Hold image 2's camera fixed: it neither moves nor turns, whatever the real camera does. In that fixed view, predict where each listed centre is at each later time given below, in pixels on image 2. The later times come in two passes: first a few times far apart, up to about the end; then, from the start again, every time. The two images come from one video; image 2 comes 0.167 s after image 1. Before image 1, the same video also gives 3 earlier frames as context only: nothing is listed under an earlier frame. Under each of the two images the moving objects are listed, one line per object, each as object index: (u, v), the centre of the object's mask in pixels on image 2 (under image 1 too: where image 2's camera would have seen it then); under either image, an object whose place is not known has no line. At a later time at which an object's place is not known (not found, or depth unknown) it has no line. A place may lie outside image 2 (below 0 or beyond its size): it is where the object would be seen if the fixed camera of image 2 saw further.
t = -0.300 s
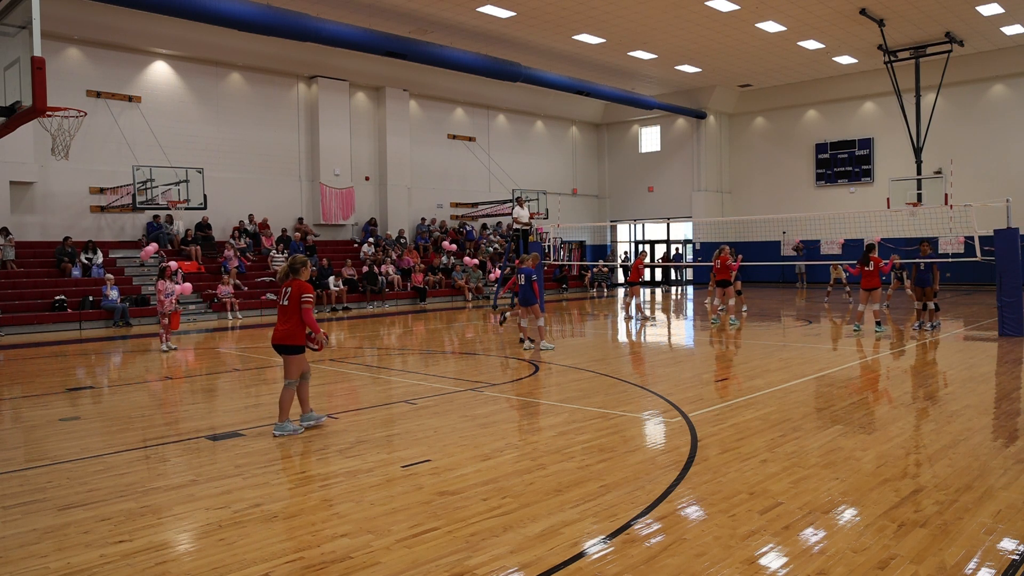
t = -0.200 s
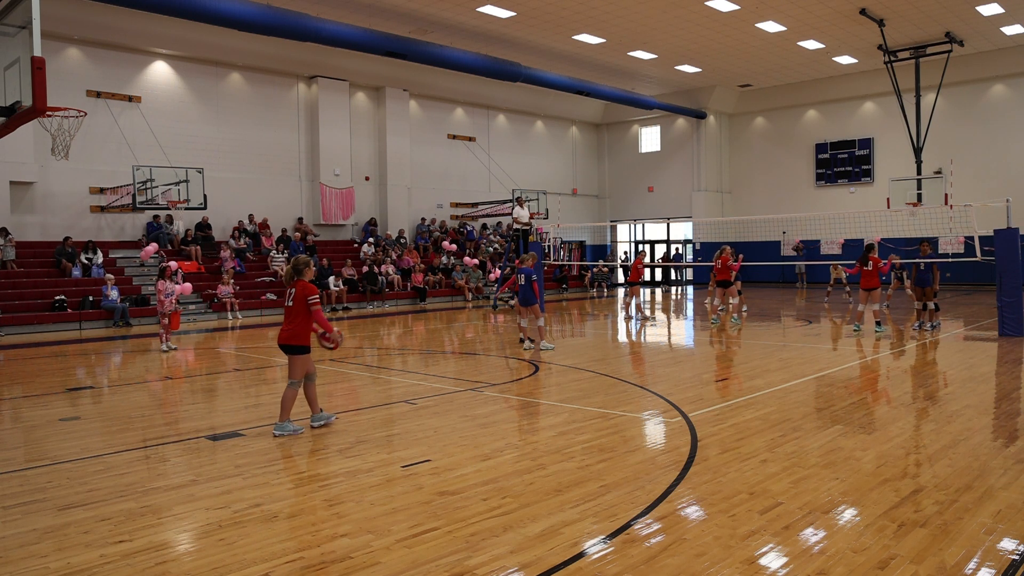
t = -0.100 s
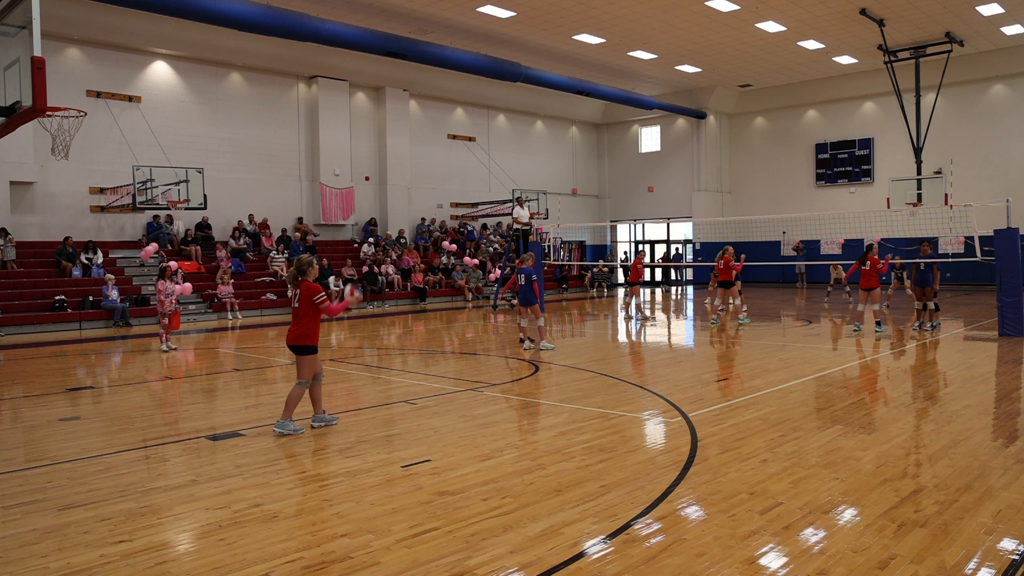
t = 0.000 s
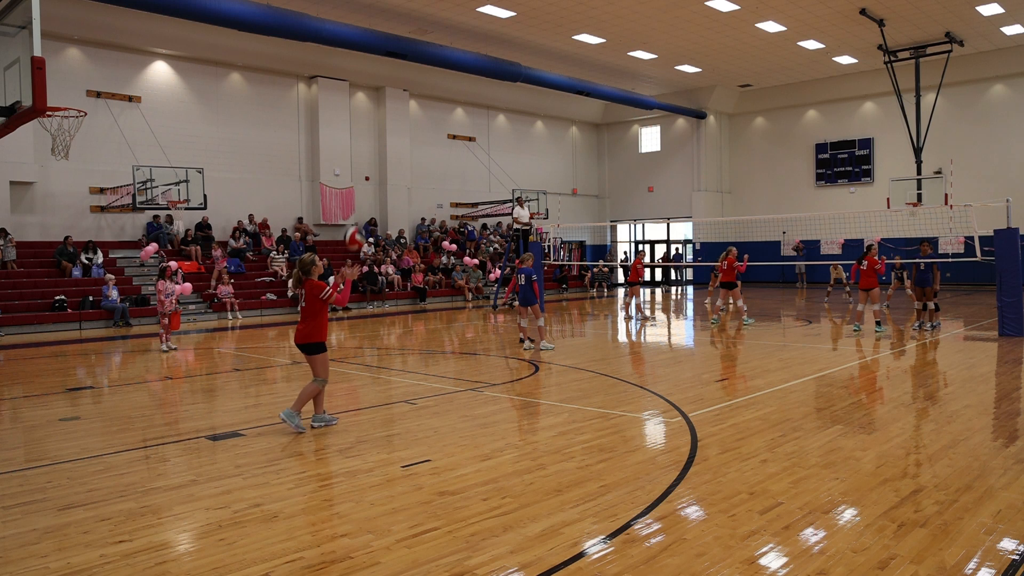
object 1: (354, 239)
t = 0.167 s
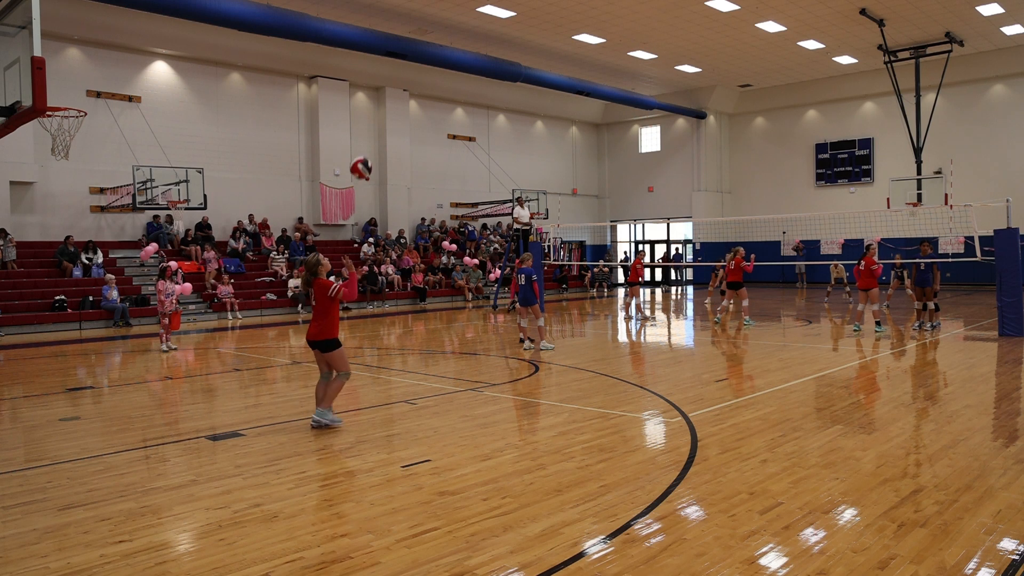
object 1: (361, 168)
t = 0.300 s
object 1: (366, 133)
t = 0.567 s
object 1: (378, 119)
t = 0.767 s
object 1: (388, 155)
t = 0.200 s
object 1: (362, 157)
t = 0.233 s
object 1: (364, 148)
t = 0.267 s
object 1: (365, 140)
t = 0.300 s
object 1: (366, 133)
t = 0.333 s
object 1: (368, 127)
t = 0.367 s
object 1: (369, 123)
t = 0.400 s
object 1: (370, 119)
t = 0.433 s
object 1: (372, 117)
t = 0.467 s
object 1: (373, 116)
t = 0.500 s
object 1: (375, 116)
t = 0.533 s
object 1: (376, 117)
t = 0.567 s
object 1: (378, 119)
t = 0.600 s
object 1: (380, 122)
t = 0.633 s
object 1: (381, 126)
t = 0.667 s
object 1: (383, 132)
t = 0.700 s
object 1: (385, 139)
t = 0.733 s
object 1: (386, 146)
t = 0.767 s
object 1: (388, 155)
